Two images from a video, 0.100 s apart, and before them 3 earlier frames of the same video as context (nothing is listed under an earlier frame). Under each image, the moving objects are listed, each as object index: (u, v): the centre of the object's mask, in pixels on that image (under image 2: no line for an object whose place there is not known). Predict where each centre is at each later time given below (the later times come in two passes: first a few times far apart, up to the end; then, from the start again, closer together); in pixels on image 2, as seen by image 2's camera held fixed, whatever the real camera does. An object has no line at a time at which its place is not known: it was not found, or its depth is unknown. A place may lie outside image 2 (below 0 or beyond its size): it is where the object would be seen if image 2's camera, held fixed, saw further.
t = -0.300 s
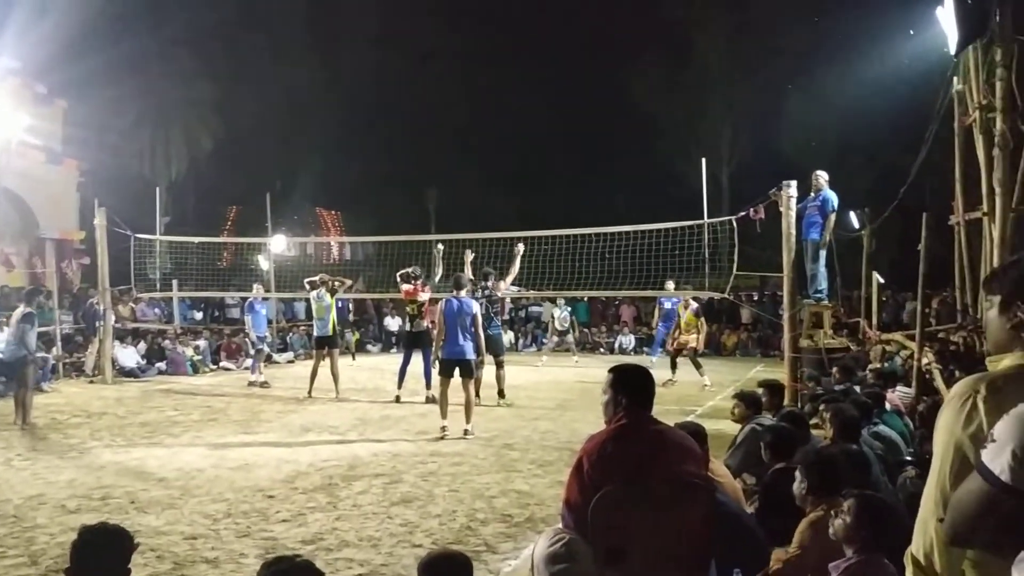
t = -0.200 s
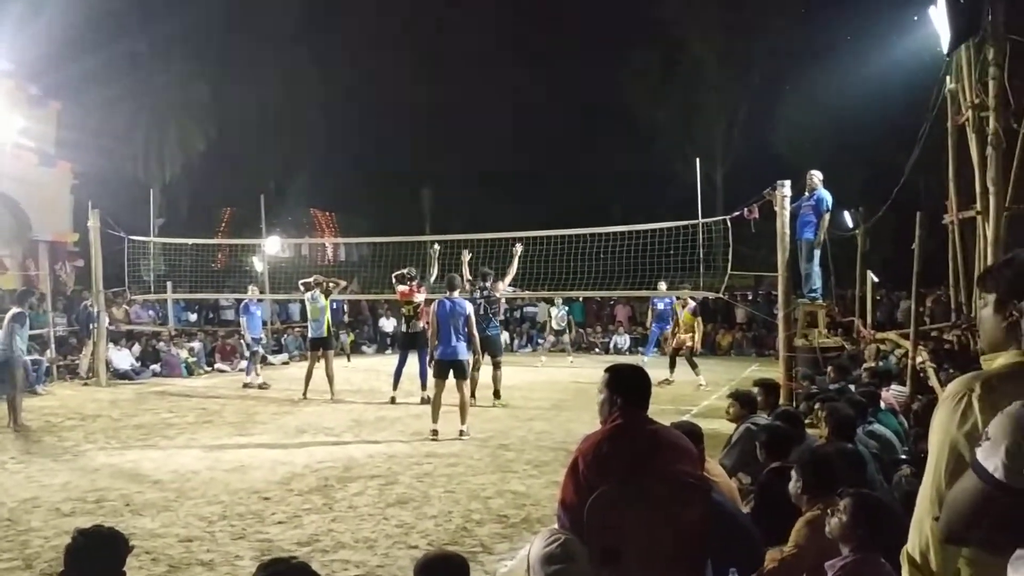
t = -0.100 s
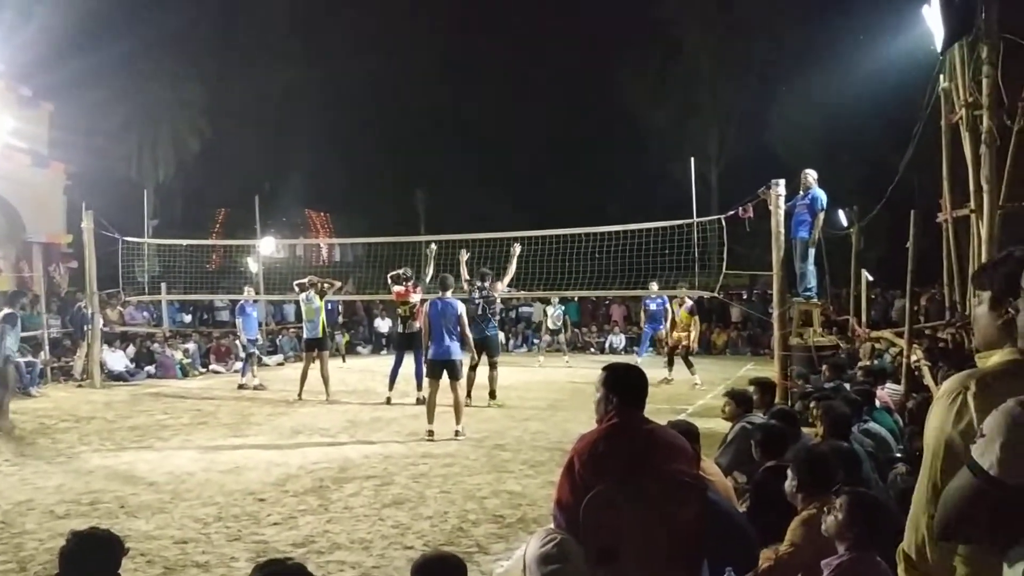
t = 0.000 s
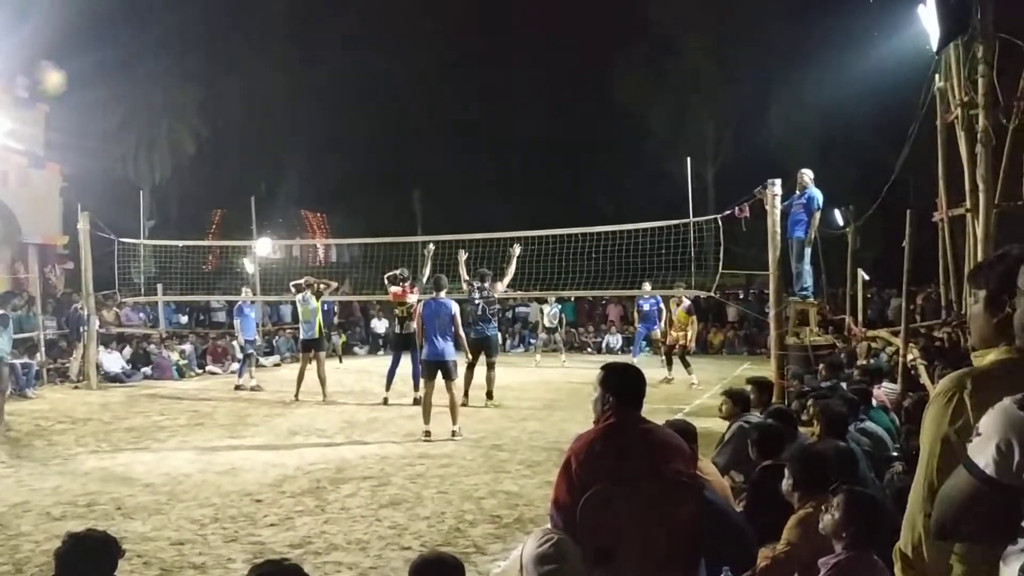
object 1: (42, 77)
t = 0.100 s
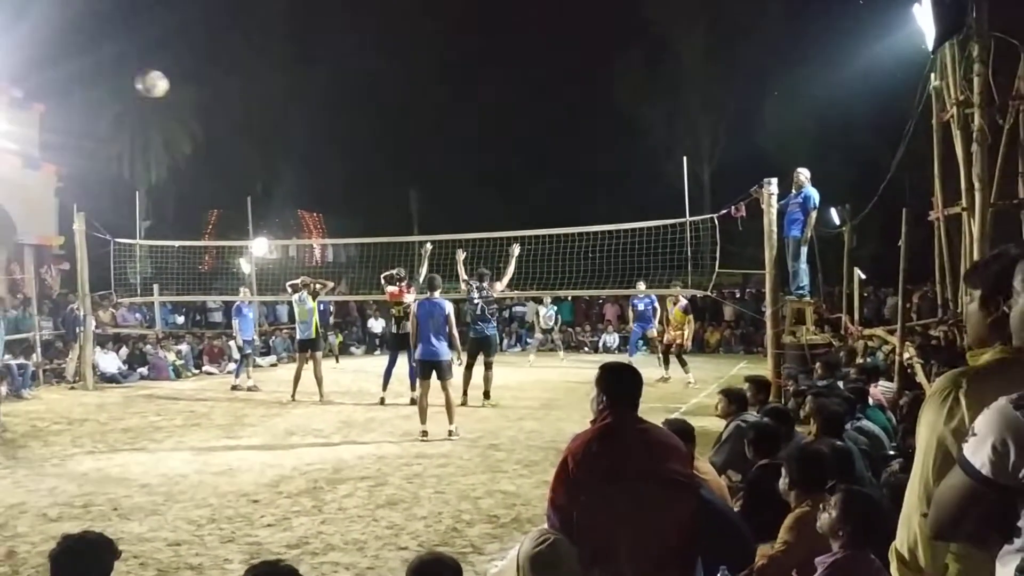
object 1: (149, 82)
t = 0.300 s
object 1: (264, 124)
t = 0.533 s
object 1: (321, 190)
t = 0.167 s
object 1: (198, 95)
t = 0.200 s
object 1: (218, 101)
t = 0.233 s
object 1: (236, 109)
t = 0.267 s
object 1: (249, 117)
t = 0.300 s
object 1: (264, 124)
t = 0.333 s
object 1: (274, 133)
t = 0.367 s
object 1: (284, 141)
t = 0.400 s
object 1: (292, 151)
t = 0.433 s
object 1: (301, 160)
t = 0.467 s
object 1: (309, 170)
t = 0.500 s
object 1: (315, 180)
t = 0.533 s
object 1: (321, 190)
